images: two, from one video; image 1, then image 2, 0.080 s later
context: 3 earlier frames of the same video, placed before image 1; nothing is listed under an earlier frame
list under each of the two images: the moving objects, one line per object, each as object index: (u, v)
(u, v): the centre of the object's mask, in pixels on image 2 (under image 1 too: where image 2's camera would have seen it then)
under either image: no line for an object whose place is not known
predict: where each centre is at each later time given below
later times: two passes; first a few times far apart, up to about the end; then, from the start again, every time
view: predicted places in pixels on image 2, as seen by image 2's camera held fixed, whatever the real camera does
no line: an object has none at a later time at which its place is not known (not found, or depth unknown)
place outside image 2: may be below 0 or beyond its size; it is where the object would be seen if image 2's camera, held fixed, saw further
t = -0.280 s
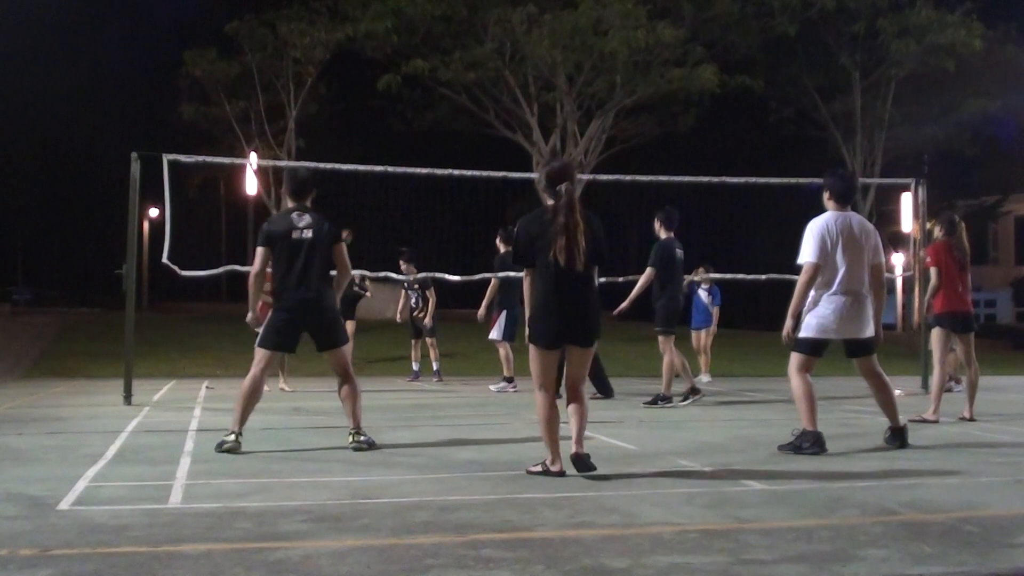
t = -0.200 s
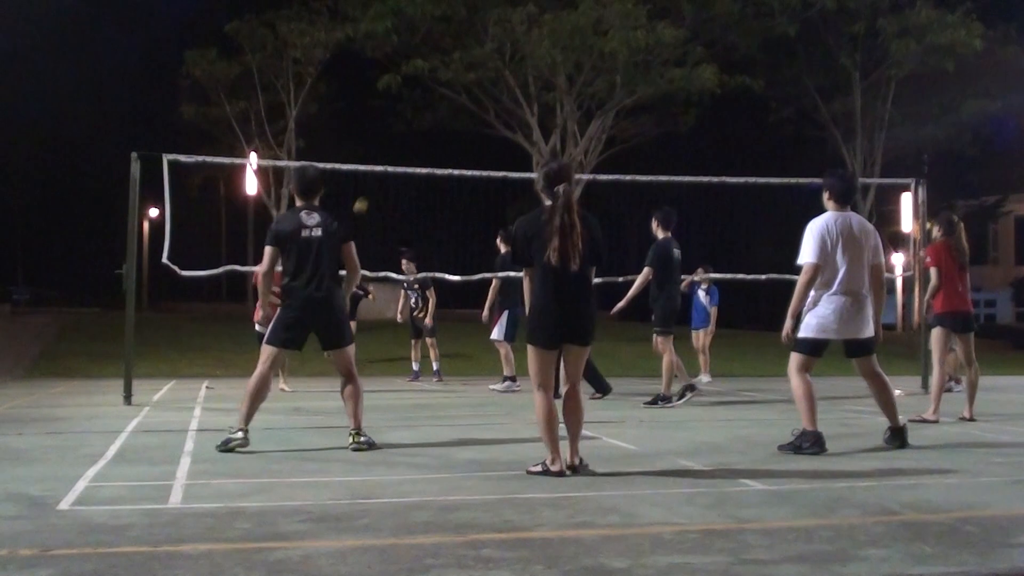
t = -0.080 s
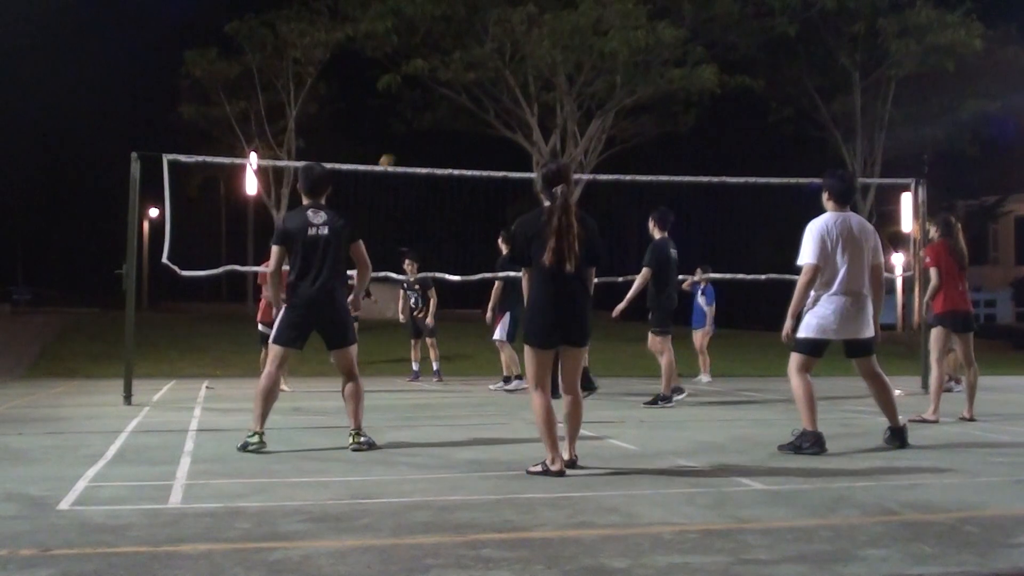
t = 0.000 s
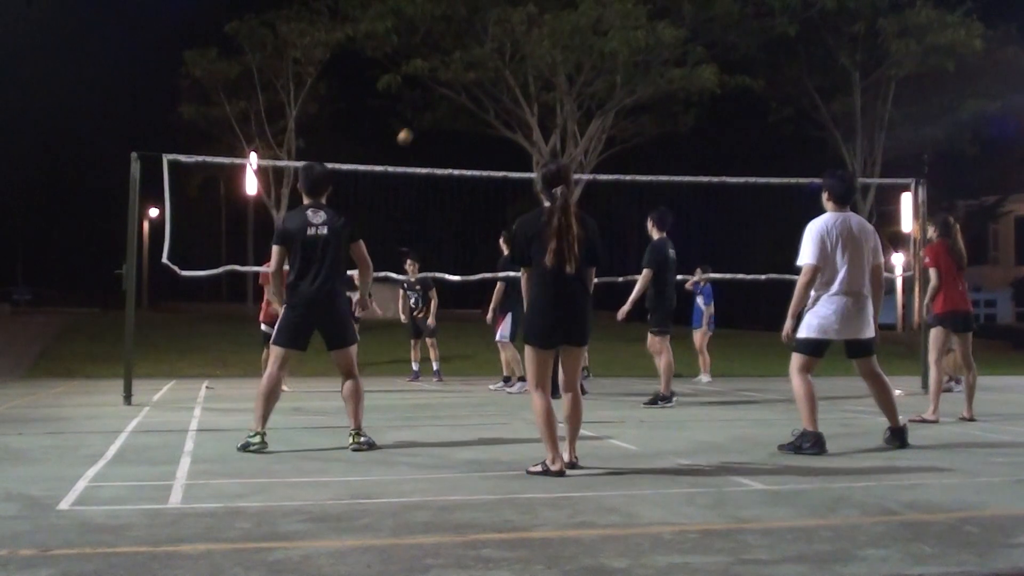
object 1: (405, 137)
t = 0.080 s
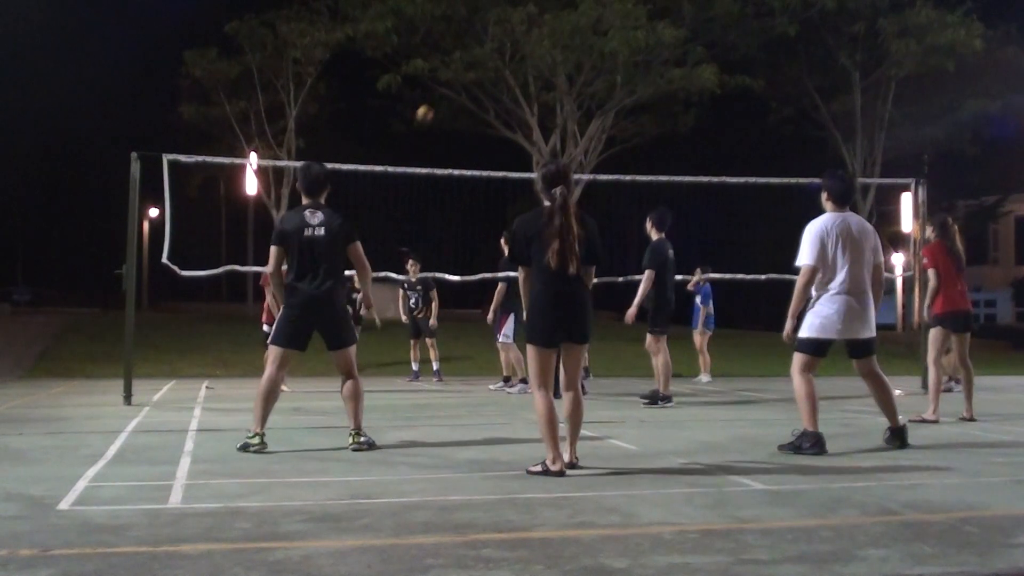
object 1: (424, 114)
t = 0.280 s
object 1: (481, 69)
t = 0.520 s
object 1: (567, 46)
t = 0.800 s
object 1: (711, 92)
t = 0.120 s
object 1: (435, 103)
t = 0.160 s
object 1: (445, 94)
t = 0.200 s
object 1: (457, 85)
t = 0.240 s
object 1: (468, 76)
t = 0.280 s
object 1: (481, 69)
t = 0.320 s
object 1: (495, 63)
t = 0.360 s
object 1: (508, 57)
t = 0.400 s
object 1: (521, 52)
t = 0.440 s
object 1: (536, 49)
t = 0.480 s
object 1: (551, 46)
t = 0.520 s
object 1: (567, 46)
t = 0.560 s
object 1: (585, 47)
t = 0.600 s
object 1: (603, 48)
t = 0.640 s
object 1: (623, 53)
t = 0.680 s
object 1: (643, 60)
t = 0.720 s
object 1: (665, 66)
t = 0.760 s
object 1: (688, 78)
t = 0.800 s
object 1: (711, 92)
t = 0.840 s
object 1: (736, 108)
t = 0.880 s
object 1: (763, 127)
